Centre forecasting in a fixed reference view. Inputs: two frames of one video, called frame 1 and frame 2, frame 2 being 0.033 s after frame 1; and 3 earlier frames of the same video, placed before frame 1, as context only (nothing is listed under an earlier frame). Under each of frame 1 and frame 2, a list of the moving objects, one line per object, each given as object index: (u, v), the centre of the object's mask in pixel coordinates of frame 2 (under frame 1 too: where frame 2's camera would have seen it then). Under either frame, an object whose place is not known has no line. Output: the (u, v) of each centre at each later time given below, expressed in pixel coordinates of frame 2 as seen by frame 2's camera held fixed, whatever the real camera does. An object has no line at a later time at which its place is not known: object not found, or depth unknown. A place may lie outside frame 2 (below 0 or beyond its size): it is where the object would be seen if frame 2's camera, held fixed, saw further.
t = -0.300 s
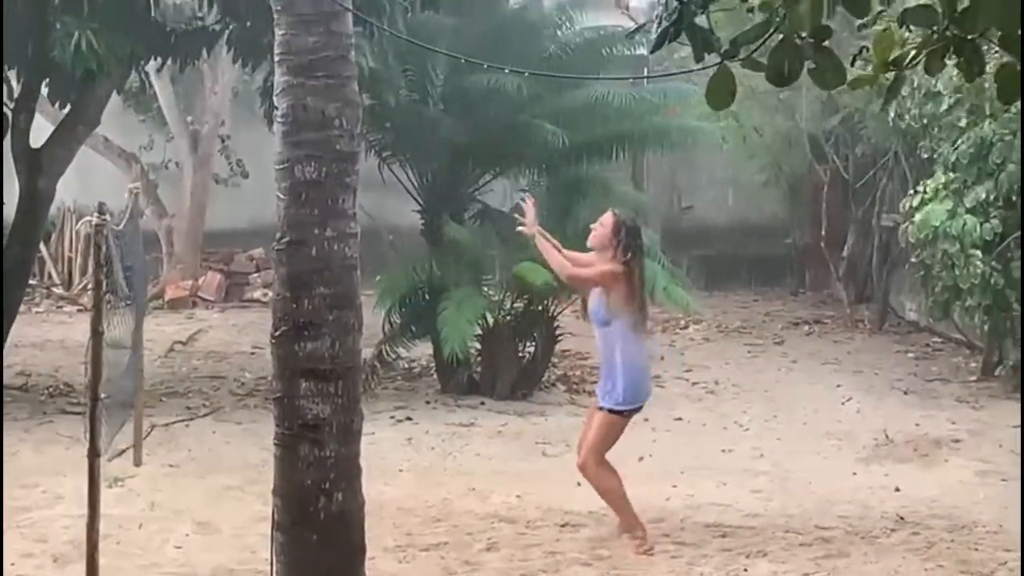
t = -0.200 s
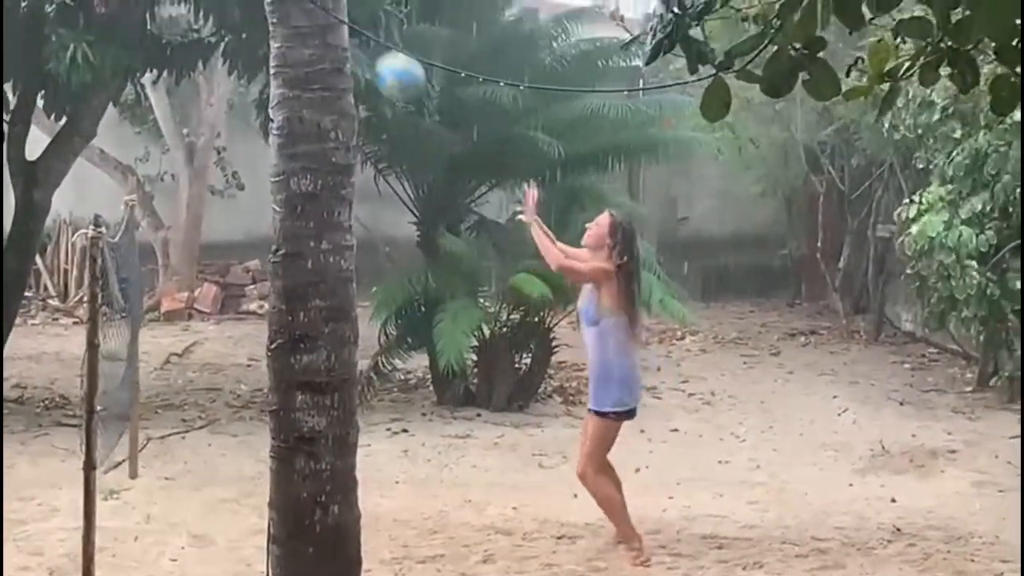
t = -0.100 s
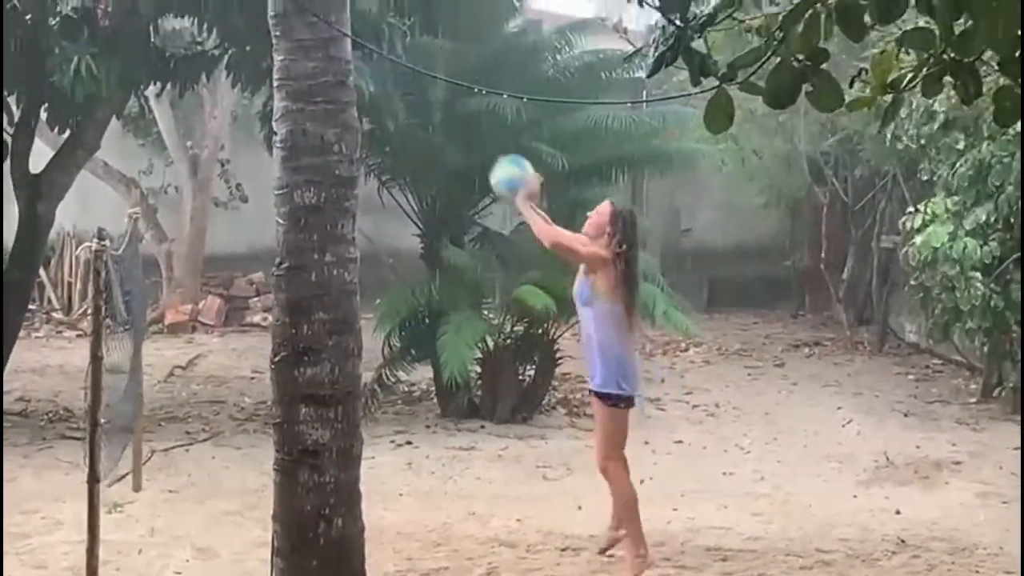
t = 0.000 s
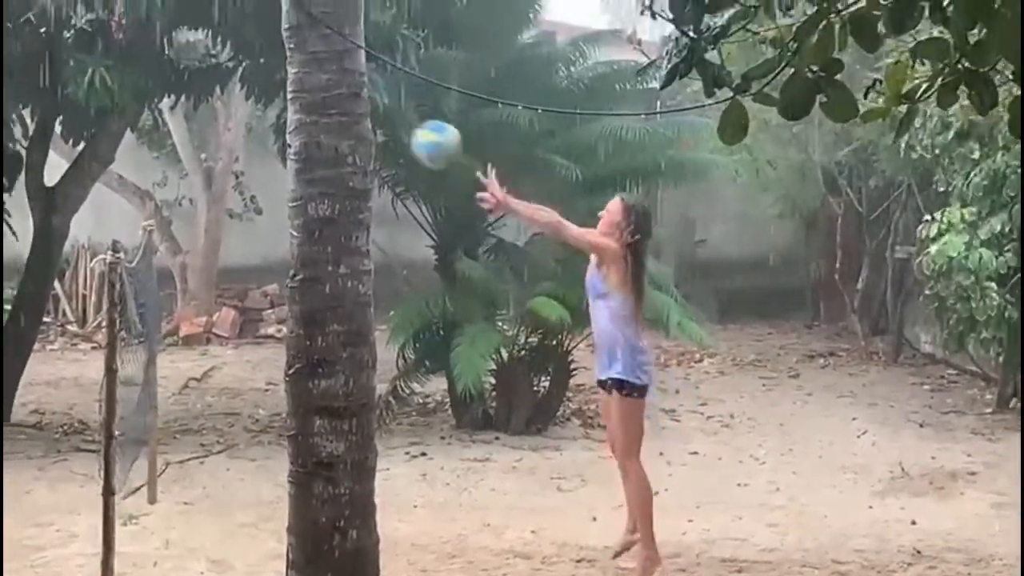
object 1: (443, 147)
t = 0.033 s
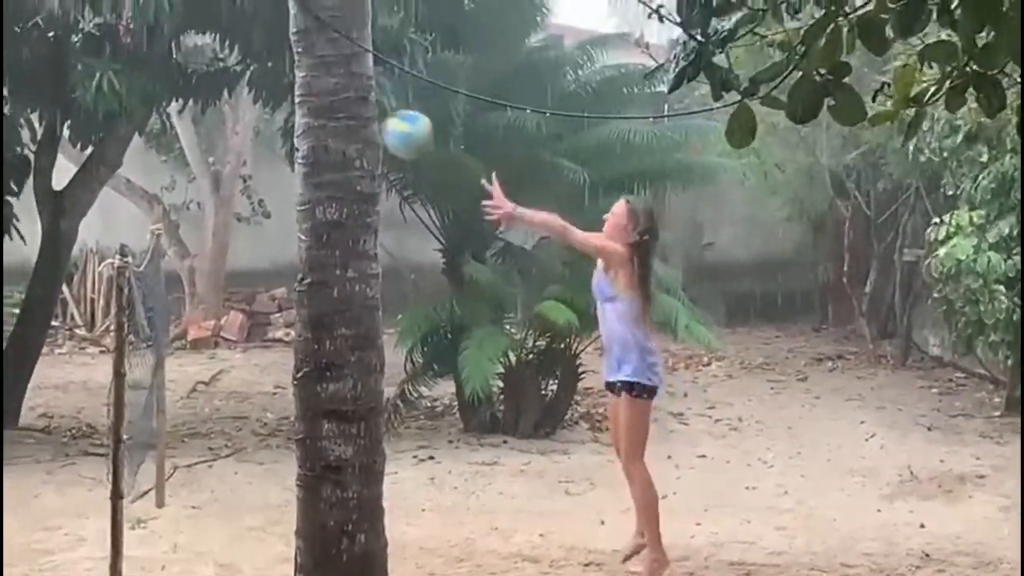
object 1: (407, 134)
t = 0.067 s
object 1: (386, 123)
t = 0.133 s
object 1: (283, 105)
